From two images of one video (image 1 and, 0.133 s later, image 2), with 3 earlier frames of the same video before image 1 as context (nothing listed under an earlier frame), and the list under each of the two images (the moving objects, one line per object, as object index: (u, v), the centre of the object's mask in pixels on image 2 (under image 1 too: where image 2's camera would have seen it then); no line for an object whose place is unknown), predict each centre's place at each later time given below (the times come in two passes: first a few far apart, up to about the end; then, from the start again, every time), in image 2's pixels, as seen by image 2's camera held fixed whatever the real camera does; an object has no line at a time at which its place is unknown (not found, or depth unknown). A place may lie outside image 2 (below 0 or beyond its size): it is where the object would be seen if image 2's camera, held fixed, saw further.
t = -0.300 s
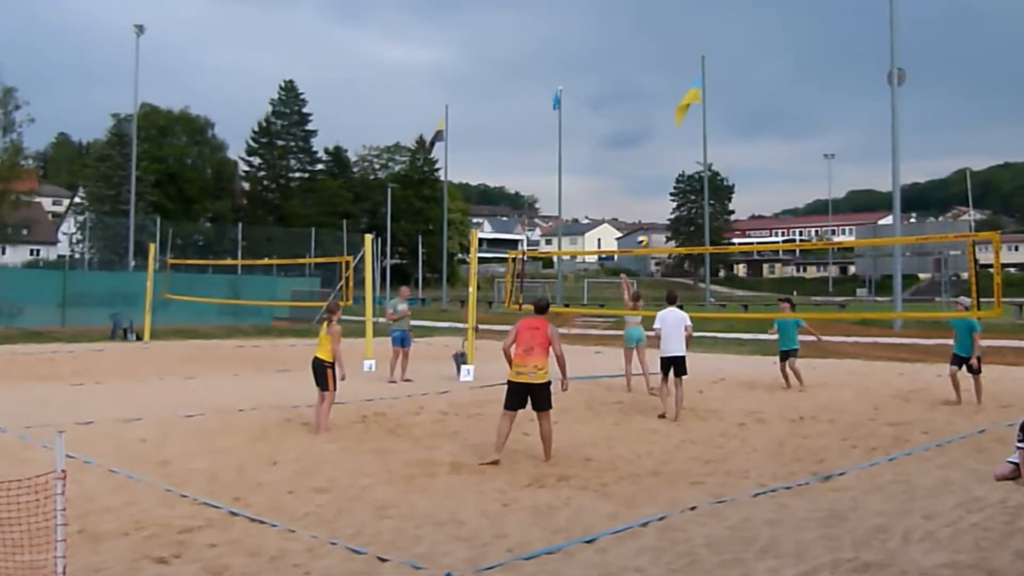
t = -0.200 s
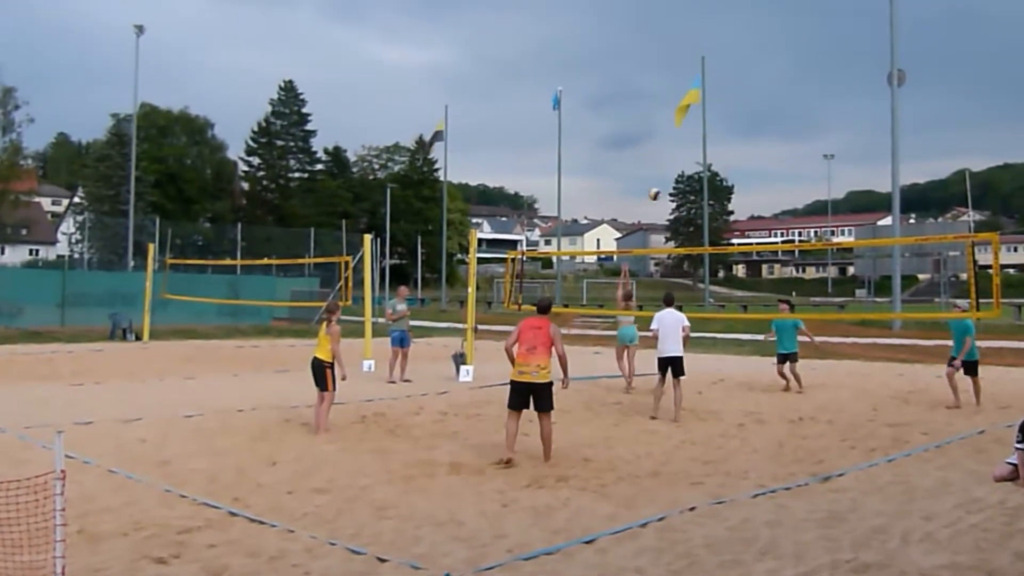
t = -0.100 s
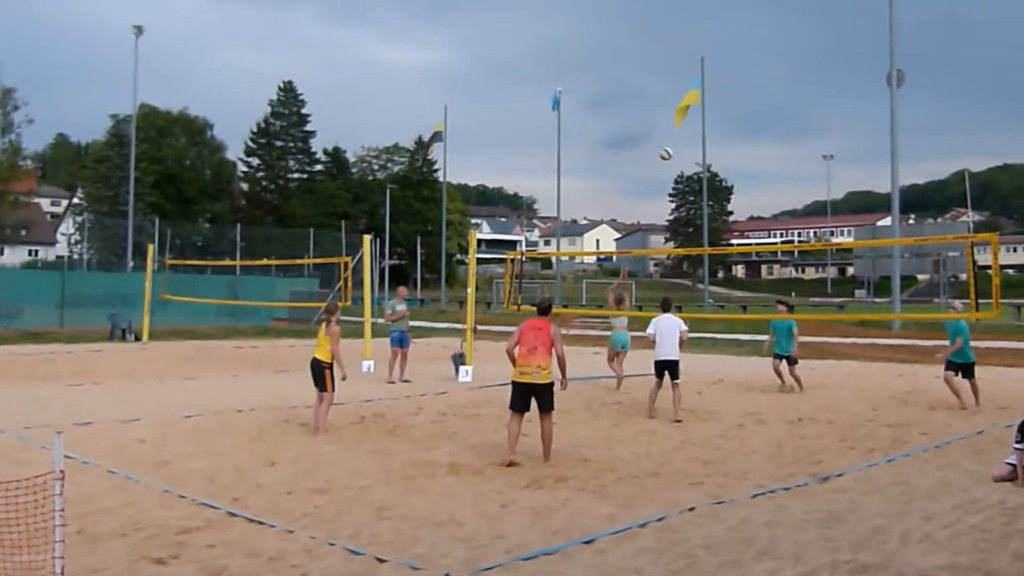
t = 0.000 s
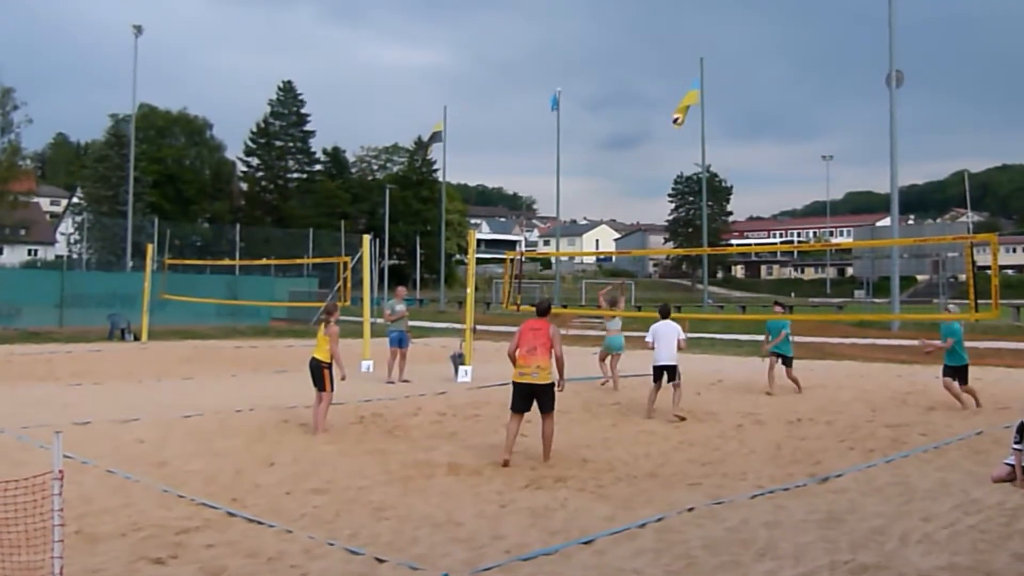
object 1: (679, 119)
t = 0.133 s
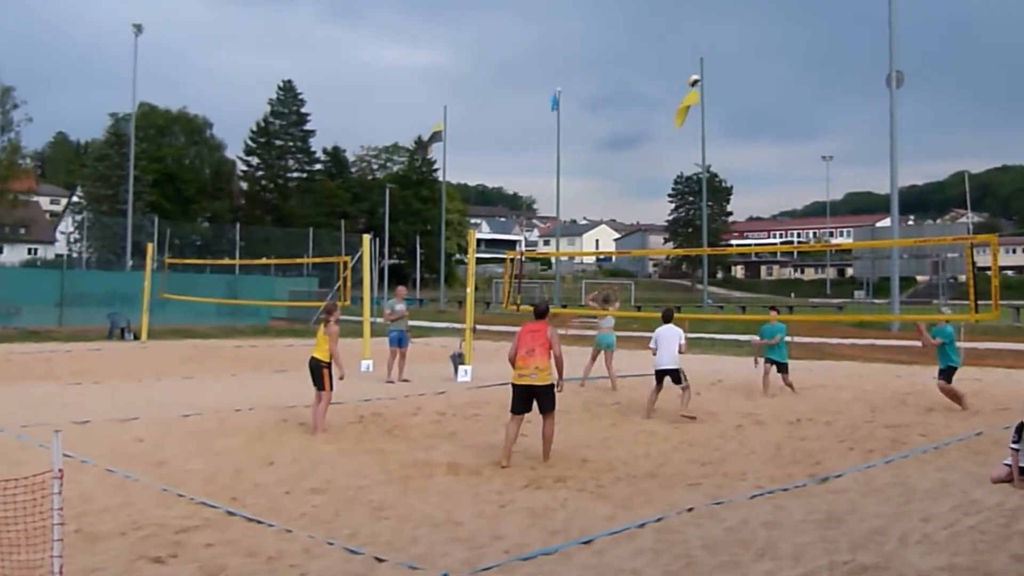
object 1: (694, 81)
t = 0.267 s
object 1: (709, 53)
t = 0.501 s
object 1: (738, 30)
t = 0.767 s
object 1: (772, 42)
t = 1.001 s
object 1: (802, 92)
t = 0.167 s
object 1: (698, 73)
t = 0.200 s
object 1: (701, 65)
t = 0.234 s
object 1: (705, 59)
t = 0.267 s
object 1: (709, 53)
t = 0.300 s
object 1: (714, 48)
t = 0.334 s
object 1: (718, 43)
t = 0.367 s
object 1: (722, 39)
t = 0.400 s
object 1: (726, 35)
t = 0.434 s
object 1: (730, 32)
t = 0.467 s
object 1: (735, 30)
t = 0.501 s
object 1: (738, 30)
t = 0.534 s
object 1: (743, 28)
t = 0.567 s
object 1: (746, 28)
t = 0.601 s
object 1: (751, 28)
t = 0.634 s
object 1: (755, 30)
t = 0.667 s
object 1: (759, 32)
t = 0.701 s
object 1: (763, 34)
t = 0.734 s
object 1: (768, 37)
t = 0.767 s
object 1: (772, 42)
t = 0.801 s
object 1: (777, 47)
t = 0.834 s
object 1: (780, 53)
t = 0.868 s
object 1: (784, 59)
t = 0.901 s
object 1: (789, 66)
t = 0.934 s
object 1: (794, 74)
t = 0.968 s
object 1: (798, 83)
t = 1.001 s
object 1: (802, 92)
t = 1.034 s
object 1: (806, 102)
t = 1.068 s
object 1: (811, 113)
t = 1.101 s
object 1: (815, 125)
